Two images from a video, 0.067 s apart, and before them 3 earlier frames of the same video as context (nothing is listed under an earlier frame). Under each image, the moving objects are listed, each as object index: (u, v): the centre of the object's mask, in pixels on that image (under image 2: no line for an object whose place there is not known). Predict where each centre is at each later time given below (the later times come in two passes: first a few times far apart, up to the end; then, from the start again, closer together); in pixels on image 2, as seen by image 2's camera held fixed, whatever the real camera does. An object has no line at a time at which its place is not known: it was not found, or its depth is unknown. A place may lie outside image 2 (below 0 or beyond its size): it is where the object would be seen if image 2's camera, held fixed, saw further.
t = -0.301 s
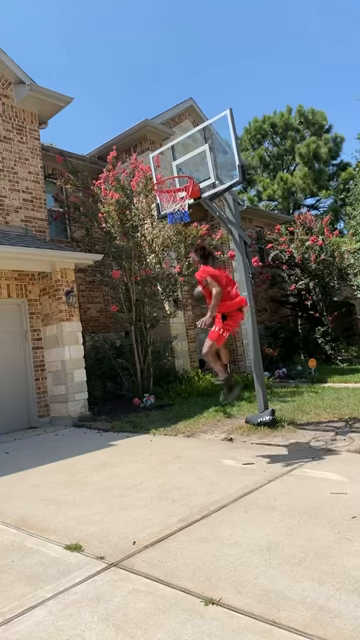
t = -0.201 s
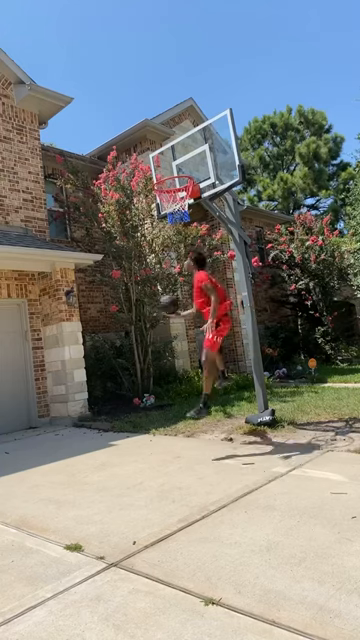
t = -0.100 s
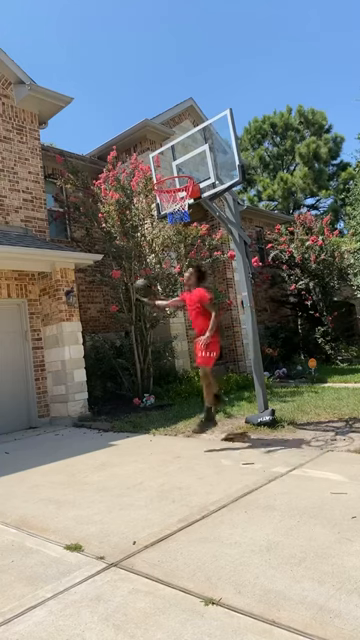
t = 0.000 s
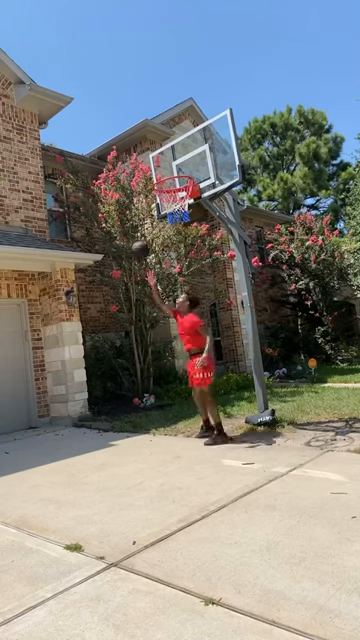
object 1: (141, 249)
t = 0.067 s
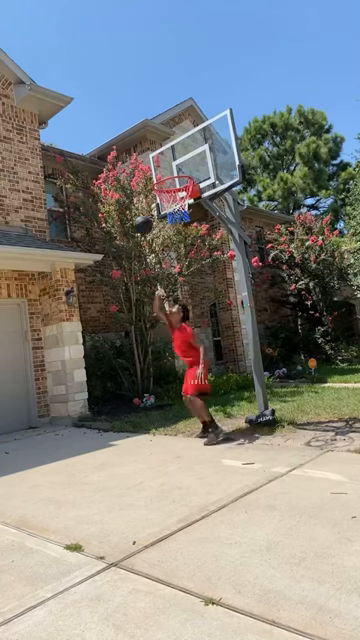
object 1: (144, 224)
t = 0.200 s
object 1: (148, 182)
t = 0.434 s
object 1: (158, 148)
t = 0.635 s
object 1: (161, 156)
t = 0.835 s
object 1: (168, 195)
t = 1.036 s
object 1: (182, 253)
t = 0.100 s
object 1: (144, 213)
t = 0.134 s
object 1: (146, 202)
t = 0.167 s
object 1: (147, 192)
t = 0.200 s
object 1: (148, 182)
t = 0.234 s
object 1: (152, 175)
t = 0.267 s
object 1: (154, 168)
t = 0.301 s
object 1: (155, 160)
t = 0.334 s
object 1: (157, 155)
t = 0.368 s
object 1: (157, 152)
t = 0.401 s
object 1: (157, 150)
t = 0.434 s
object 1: (158, 148)
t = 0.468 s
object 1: (158, 147)
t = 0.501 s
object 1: (158, 147)
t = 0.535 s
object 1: (159, 148)
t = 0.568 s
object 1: (160, 149)
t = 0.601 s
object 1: (160, 152)
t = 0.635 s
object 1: (161, 156)
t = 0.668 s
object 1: (162, 160)
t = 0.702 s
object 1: (164, 165)
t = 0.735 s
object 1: (164, 170)
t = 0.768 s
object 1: (165, 173)
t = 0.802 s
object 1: (168, 188)
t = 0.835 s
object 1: (168, 195)
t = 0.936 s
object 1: (175, 224)
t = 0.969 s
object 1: (176, 231)
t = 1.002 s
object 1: (180, 242)
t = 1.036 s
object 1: (182, 253)
